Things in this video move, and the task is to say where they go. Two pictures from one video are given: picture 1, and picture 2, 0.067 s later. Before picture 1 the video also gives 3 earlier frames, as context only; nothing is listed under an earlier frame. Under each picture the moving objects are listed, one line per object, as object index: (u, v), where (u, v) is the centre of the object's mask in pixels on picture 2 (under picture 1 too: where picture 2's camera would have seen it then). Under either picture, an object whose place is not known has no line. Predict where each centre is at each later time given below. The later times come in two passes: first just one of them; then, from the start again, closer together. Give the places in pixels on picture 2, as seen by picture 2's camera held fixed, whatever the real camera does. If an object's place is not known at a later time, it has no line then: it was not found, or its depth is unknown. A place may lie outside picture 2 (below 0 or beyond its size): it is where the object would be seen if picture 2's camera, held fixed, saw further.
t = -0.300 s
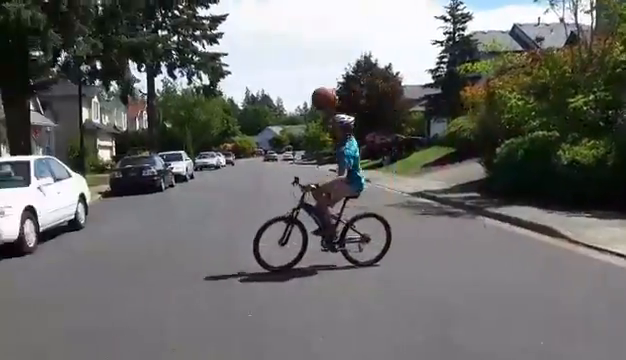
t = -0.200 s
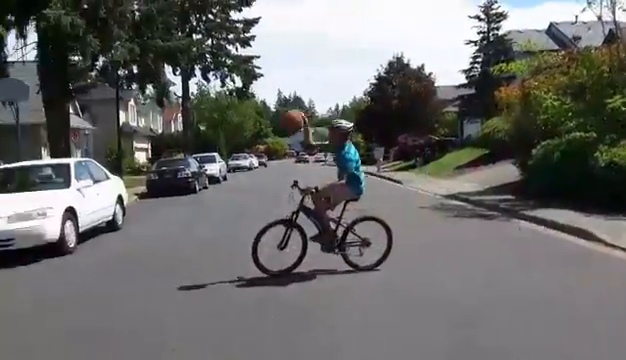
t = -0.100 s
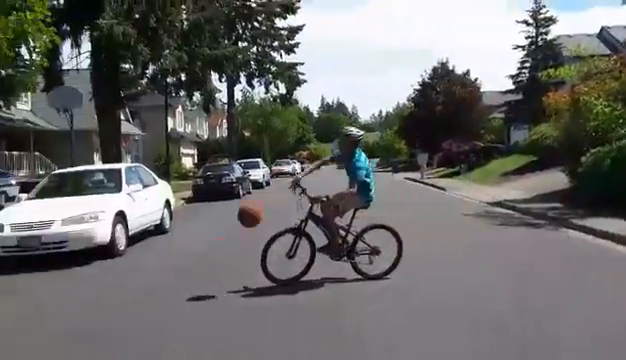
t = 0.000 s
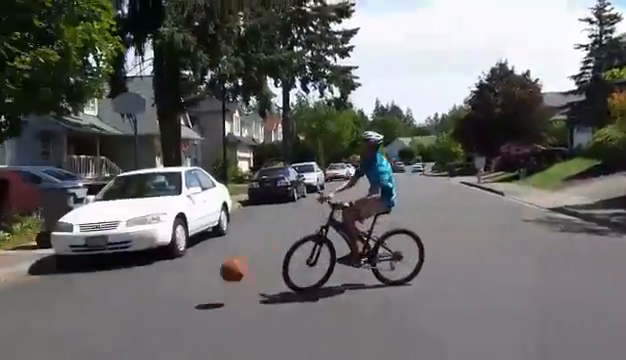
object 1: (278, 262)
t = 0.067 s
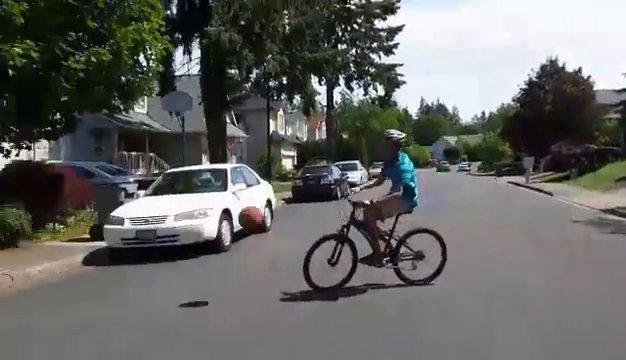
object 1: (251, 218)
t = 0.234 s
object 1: (182, 110)
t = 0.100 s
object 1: (237, 194)
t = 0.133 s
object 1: (224, 172)
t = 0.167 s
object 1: (212, 149)
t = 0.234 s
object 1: (182, 110)
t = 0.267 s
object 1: (170, 92)
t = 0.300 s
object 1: (155, 73)
